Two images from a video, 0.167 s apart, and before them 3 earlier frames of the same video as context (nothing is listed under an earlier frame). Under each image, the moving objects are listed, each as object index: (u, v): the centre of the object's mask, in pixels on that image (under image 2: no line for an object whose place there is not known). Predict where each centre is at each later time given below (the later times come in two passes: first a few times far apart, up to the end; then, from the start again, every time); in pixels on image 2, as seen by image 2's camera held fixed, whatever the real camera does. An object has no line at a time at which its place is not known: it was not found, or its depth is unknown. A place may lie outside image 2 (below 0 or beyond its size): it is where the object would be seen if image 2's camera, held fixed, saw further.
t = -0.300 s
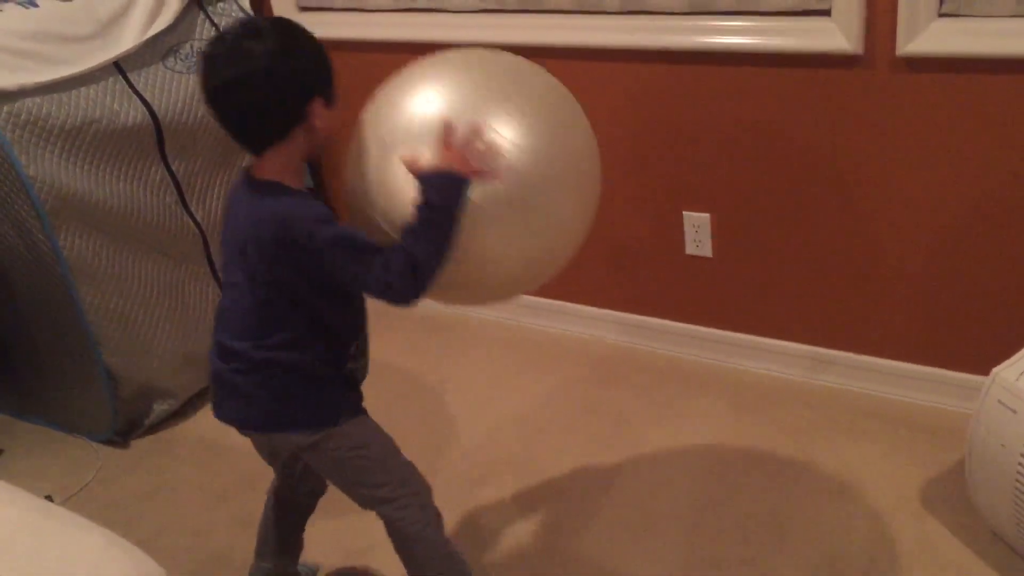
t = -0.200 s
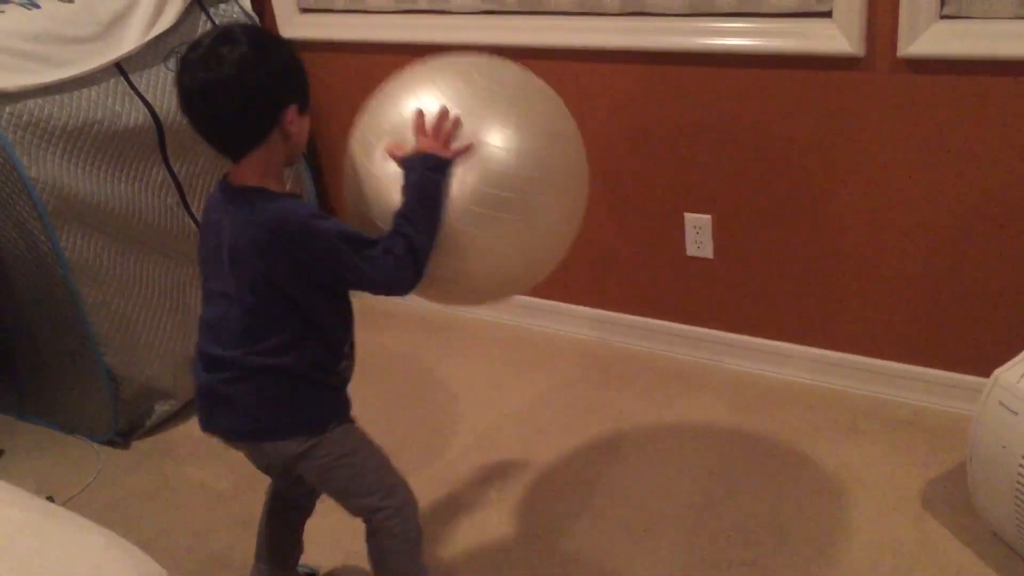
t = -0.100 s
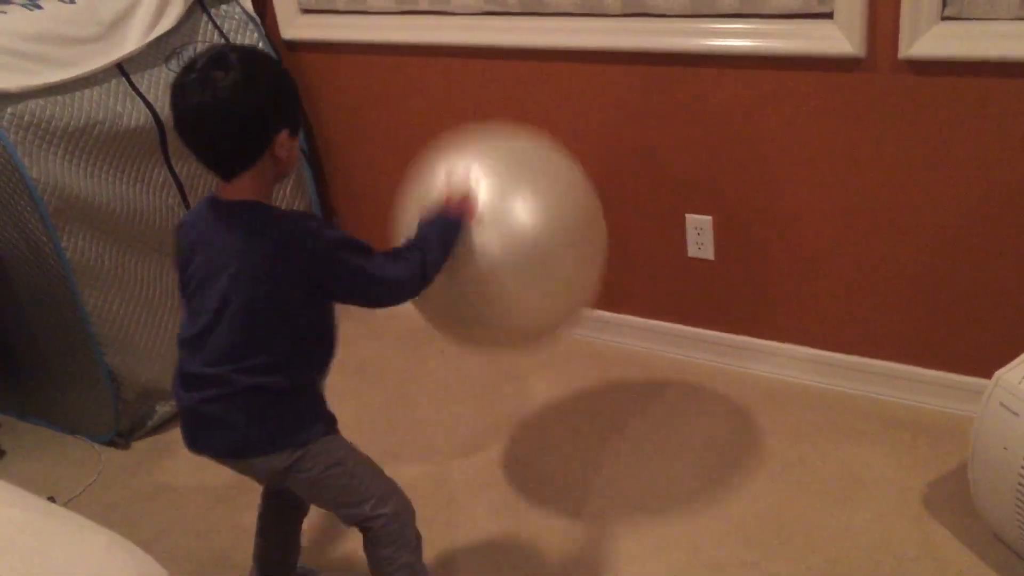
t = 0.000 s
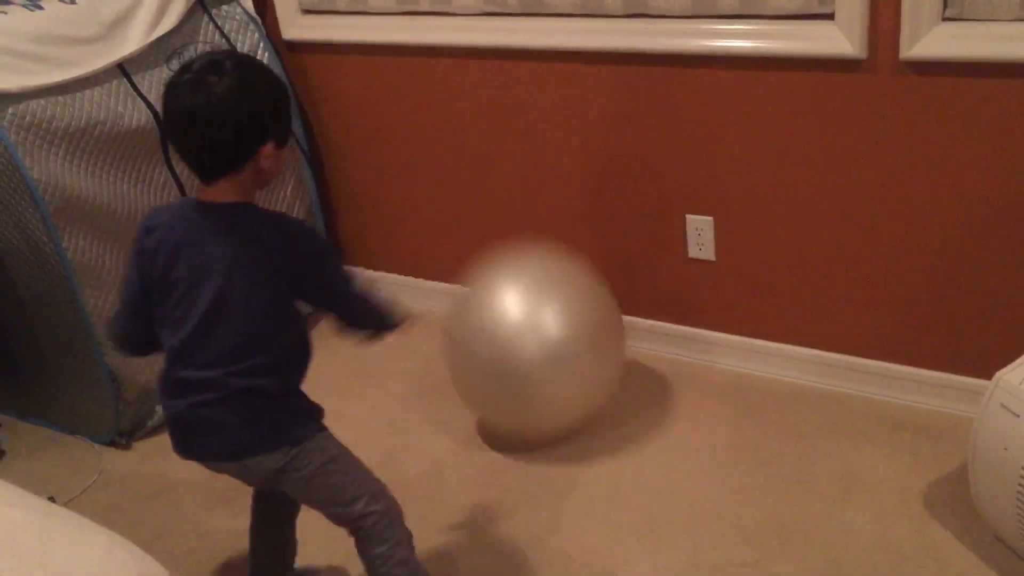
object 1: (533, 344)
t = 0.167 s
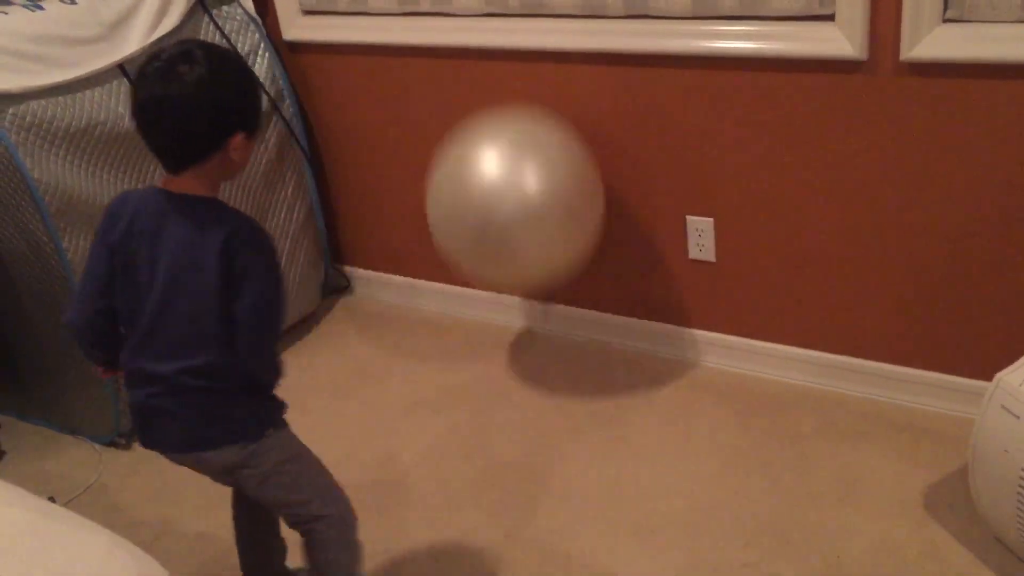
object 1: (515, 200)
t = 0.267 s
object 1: (501, 117)
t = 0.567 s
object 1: (403, 181)
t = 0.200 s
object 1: (509, 165)
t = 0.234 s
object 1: (505, 137)
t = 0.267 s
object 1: (501, 117)
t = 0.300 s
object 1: (490, 105)
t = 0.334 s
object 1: (477, 99)
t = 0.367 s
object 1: (464, 98)
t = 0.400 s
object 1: (452, 102)
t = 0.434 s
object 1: (440, 110)
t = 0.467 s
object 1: (429, 122)
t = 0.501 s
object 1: (420, 139)
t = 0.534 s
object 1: (411, 159)
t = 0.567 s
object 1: (403, 181)
